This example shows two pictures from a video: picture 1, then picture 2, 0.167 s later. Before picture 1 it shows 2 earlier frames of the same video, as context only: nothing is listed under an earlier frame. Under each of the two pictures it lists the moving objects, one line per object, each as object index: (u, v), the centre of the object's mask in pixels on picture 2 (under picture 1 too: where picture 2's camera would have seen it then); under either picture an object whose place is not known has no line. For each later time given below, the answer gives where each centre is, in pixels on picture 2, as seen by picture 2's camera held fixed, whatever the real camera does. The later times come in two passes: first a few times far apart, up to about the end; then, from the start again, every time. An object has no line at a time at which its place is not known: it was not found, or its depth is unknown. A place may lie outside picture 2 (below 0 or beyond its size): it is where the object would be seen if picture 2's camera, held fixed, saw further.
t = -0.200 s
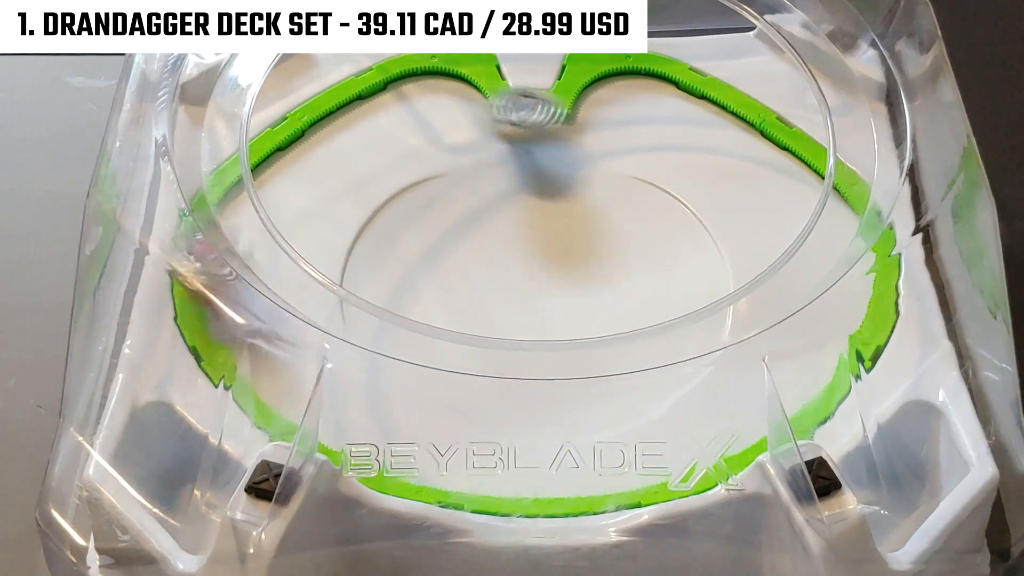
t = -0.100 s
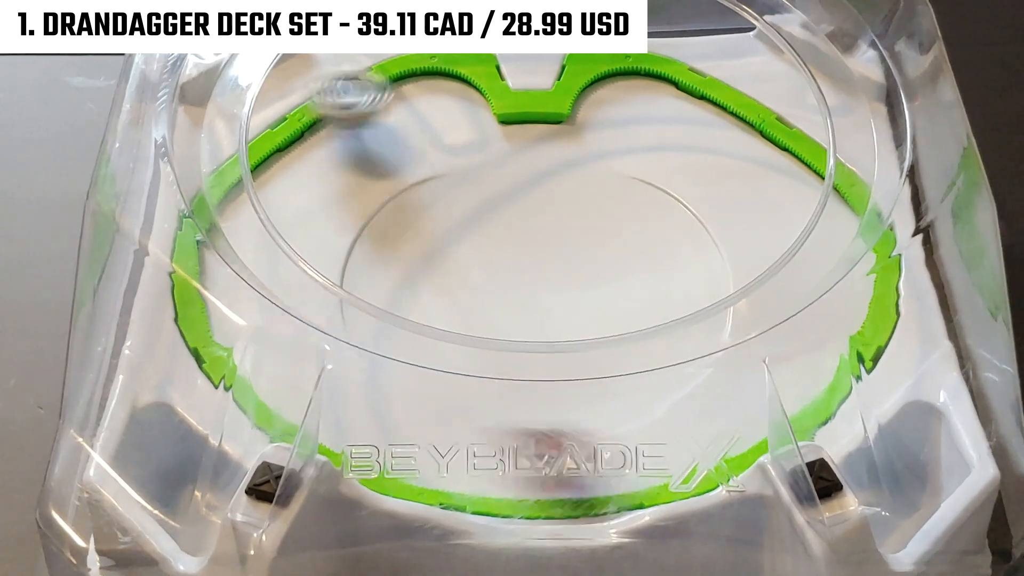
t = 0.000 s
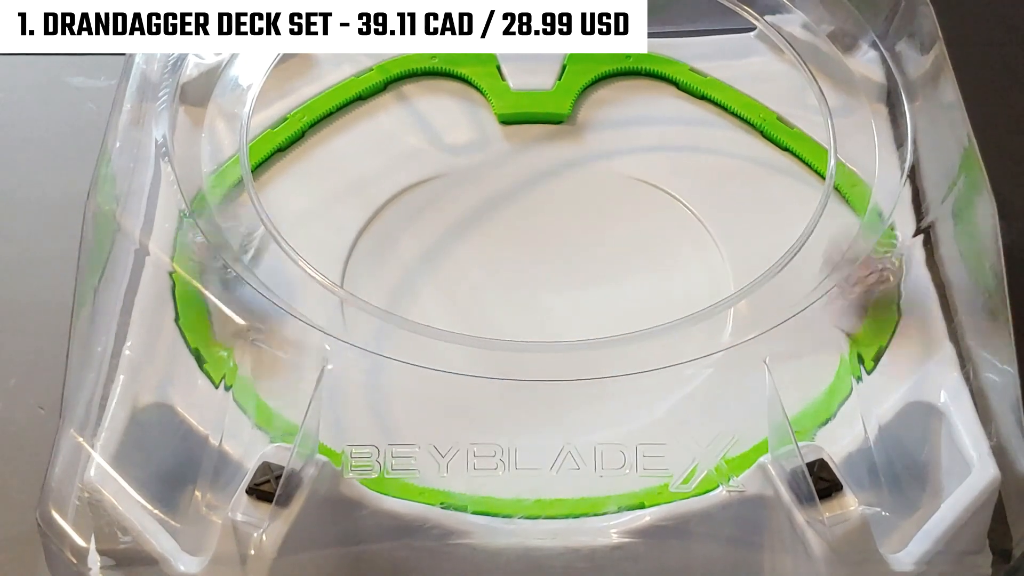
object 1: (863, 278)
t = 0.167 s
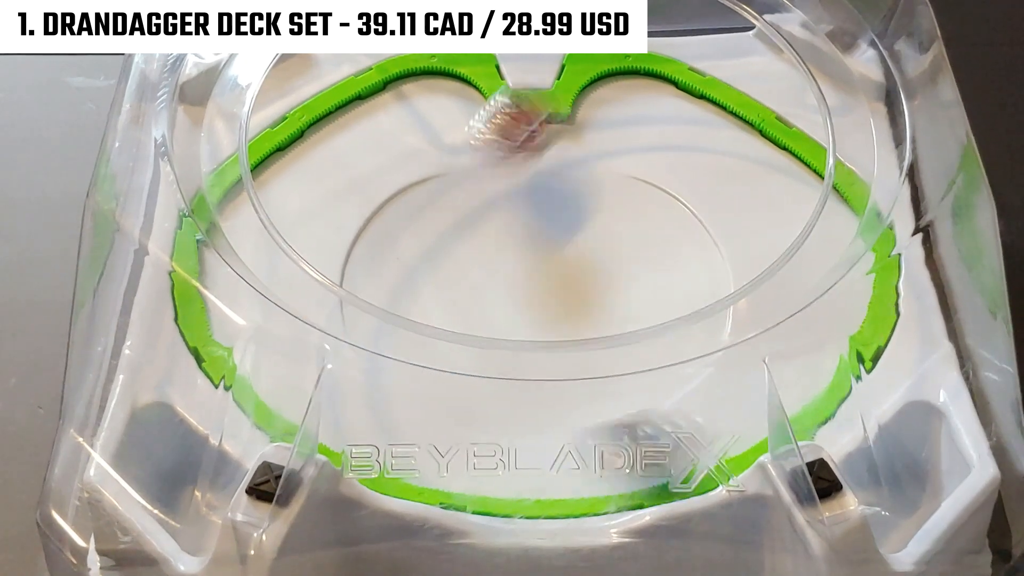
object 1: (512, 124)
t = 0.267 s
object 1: (343, 307)
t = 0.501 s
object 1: (566, 311)
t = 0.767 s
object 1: (619, 151)
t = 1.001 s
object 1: (402, 114)
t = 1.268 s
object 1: (226, 220)
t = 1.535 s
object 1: (422, 374)
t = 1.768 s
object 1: (732, 276)
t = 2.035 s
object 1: (461, 167)
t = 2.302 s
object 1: (314, 372)
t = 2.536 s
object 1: (867, 238)
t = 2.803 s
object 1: (407, 225)
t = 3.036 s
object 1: (466, 419)
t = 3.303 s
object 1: (840, 172)
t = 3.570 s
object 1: (439, 225)
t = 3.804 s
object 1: (448, 390)
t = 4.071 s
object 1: (709, 296)
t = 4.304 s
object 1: (610, 142)
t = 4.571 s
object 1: (318, 105)
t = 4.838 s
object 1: (323, 306)
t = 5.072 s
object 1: (459, 326)
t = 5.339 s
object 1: (171, 455)
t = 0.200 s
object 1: (447, 199)
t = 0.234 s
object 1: (381, 265)
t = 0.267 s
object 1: (343, 307)
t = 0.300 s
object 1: (304, 353)
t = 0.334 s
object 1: (315, 381)
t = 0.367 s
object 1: (369, 375)
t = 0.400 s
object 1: (428, 362)
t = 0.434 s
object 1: (479, 347)
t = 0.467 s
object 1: (527, 328)
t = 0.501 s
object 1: (566, 311)
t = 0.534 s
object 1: (598, 292)
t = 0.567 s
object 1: (623, 268)
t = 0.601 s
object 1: (640, 246)
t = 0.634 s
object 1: (650, 224)
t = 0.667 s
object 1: (652, 202)
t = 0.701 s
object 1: (647, 183)
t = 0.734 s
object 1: (636, 166)
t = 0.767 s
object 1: (619, 151)
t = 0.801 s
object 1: (596, 140)
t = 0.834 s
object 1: (570, 129)
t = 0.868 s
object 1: (542, 122)
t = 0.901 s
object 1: (511, 117)
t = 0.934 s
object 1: (476, 113)
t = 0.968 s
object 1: (439, 112)
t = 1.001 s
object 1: (402, 114)
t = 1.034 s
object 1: (369, 118)
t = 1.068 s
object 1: (338, 127)
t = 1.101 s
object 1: (311, 138)
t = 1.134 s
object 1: (286, 151)
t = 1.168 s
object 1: (265, 166)
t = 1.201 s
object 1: (246, 185)
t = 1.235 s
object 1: (233, 204)
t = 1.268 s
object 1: (226, 220)
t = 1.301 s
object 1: (227, 241)
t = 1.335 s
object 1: (238, 264)
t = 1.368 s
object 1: (255, 285)
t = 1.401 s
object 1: (277, 312)
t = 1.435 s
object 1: (302, 330)
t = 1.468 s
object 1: (339, 345)
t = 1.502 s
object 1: (378, 359)
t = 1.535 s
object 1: (422, 374)
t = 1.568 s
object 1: (471, 384)
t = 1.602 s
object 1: (526, 388)
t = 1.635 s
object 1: (582, 381)
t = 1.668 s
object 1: (631, 365)
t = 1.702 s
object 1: (676, 338)
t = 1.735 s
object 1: (710, 312)
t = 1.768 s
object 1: (732, 276)
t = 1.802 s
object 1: (739, 245)
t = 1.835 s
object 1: (745, 215)
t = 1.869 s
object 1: (739, 187)
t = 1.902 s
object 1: (677, 178)
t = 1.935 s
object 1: (617, 180)
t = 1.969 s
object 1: (562, 174)
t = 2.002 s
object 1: (511, 168)
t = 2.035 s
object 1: (461, 167)
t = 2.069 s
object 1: (414, 167)
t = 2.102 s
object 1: (376, 174)
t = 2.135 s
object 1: (344, 191)
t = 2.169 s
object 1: (310, 210)
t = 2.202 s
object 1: (275, 230)
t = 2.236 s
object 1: (204, 278)
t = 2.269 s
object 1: (245, 317)
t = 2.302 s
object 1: (314, 372)
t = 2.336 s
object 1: (381, 430)
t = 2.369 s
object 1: (477, 444)
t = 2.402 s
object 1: (621, 444)
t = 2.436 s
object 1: (707, 422)
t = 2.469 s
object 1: (790, 371)
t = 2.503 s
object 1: (845, 312)
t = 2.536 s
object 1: (867, 238)
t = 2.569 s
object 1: (837, 174)
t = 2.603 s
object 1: (772, 121)
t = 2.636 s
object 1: (696, 75)
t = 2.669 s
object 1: (632, 65)
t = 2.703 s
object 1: (567, 83)
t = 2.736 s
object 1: (509, 121)
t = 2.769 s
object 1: (456, 185)
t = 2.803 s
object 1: (407, 225)
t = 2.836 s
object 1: (365, 262)
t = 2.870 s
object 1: (345, 294)
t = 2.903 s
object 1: (329, 333)
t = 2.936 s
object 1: (321, 368)
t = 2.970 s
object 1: (322, 394)
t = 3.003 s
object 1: (366, 412)
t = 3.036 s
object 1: (466, 419)
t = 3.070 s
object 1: (559, 415)
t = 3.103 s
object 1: (648, 409)
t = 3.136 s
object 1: (721, 400)
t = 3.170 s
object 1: (788, 383)
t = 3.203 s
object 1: (834, 329)
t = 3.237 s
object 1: (849, 282)
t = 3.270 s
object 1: (860, 229)
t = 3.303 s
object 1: (840, 172)
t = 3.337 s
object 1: (779, 124)
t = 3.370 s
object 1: (718, 83)
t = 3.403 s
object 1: (661, 57)
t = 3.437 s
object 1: (601, 74)
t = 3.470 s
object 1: (557, 96)
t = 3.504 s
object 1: (513, 143)
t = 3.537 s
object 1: (476, 182)
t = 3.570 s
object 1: (439, 225)
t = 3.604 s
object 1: (408, 262)
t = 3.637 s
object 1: (388, 286)
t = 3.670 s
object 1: (369, 326)
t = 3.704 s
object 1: (380, 342)
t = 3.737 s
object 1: (396, 366)
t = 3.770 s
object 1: (420, 378)
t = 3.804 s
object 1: (448, 390)
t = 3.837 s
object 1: (482, 399)
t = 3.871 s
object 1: (523, 397)
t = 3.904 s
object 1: (564, 391)
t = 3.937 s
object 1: (602, 384)
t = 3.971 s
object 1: (637, 370)
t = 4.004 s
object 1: (670, 347)
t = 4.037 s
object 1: (691, 318)
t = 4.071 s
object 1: (709, 296)
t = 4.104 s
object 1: (718, 263)
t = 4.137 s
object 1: (724, 242)
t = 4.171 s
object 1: (709, 210)
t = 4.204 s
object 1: (686, 191)
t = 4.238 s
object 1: (665, 171)
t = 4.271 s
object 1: (642, 154)
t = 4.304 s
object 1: (610, 142)
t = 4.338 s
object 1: (579, 133)
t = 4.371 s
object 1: (546, 127)
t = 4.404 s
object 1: (516, 127)
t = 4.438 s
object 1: (486, 131)
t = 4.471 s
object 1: (445, 125)
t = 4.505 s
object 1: (385, 105)
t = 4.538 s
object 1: (336, 90)
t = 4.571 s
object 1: (318, 105)
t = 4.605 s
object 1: (314, 138)
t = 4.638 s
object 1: (311, 169)
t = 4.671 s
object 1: (309, 197)
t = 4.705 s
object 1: (311, 223)
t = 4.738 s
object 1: (309, 254)
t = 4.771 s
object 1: (312, 272)
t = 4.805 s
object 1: (316, 294)
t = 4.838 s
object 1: (323, 306)
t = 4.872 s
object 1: (331, 314)
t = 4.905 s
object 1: (342, 319)
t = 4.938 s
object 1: (357, 320)
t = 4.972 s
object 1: (375, 323)
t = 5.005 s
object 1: (401, 325)
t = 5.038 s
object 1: (431, 328)
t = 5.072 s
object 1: (459, 326)
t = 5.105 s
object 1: (488, 321)
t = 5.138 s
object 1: (427, 335)
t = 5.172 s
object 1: (342, 361)
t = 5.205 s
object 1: (274, 375)
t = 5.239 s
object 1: (187, 391)
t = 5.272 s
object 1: (133, 405)
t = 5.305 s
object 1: (146, 433)
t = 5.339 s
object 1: (171, 455)
